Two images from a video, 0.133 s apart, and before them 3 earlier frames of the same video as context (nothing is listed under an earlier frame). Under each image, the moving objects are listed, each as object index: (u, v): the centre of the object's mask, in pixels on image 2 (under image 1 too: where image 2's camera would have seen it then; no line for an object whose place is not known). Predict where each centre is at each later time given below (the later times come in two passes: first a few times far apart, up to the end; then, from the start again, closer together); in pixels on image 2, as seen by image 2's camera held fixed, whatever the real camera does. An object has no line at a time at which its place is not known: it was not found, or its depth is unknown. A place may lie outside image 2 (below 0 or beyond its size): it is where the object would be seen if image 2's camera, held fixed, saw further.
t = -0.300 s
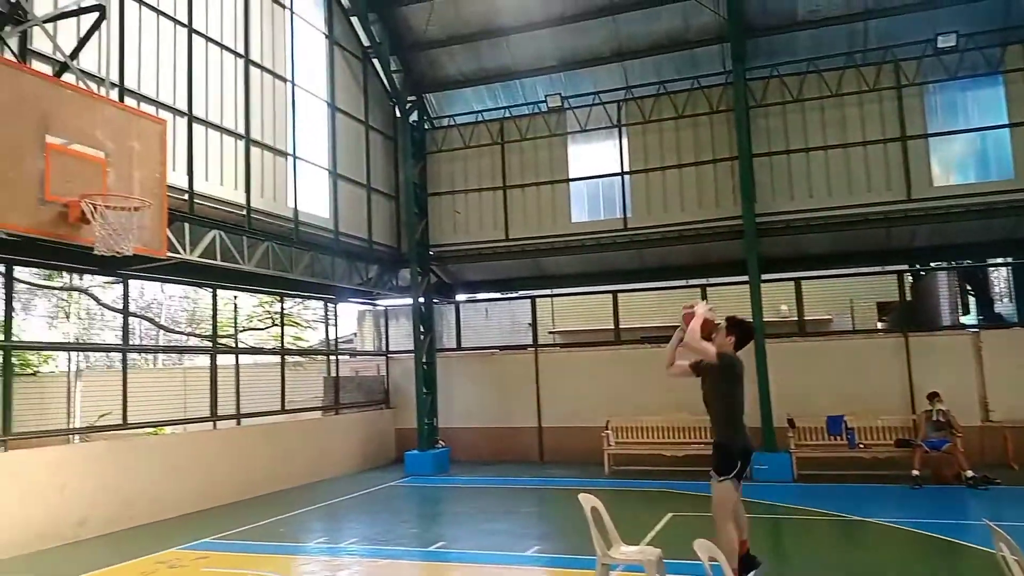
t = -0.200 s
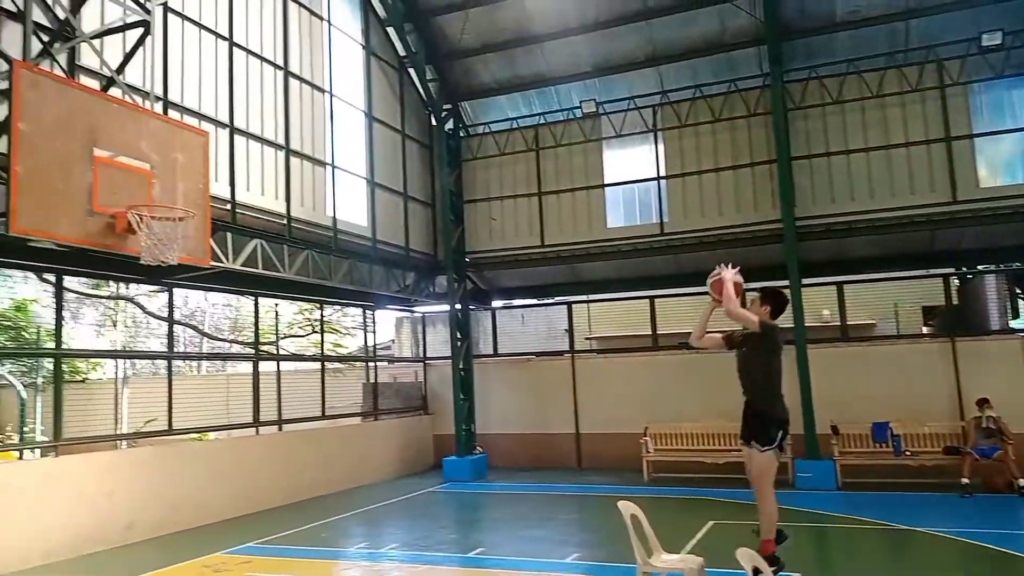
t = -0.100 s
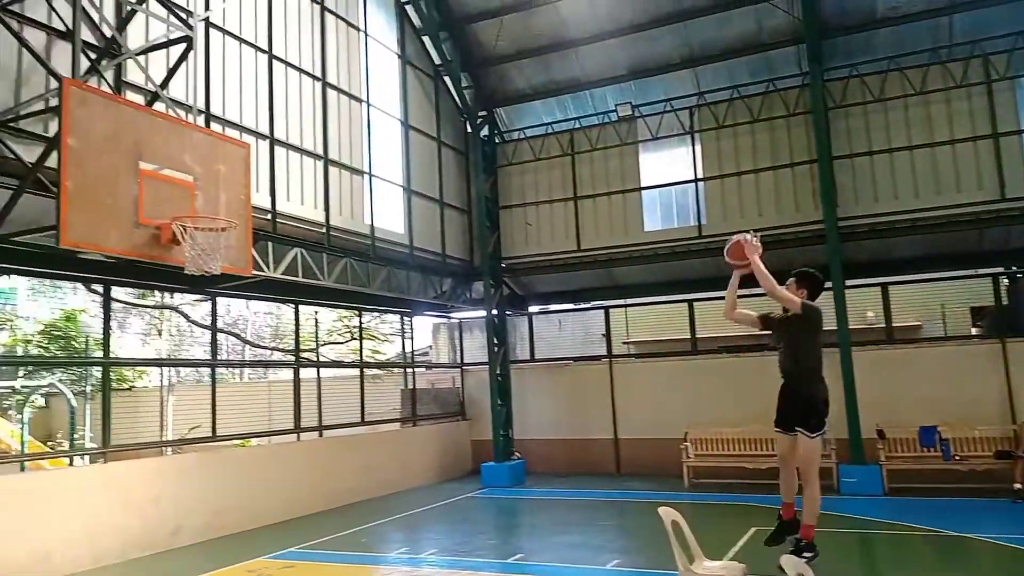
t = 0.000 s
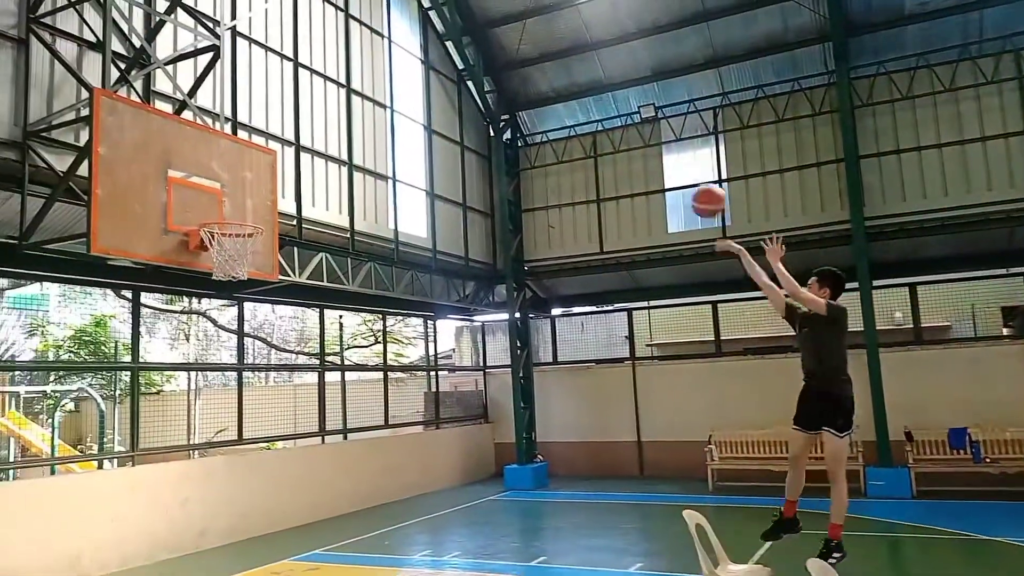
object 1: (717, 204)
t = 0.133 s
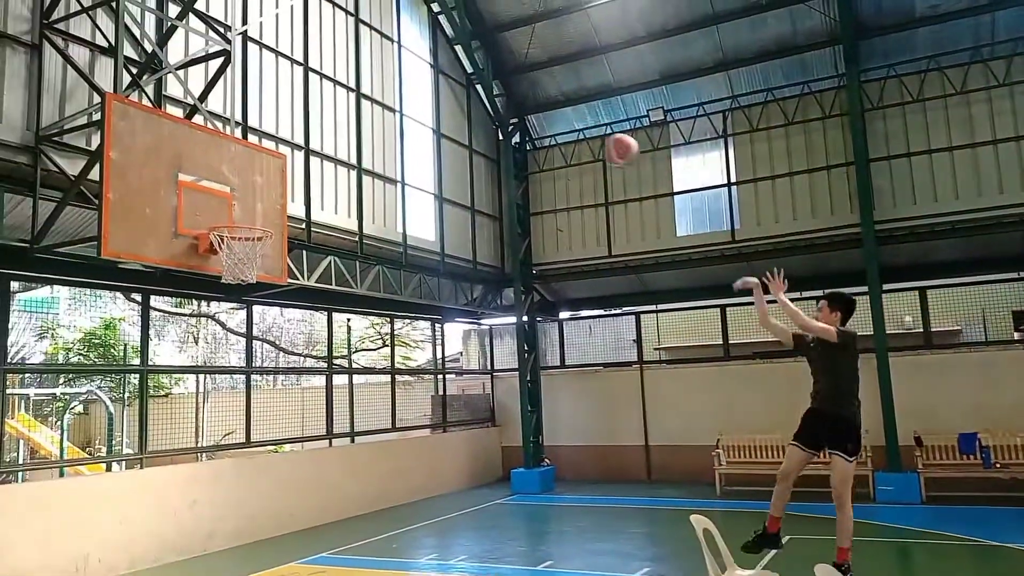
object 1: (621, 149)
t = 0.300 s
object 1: (513, 120)
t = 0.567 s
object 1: (359, 146)
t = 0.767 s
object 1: (254, 216)
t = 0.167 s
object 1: (598, 141)
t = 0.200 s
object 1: (577, 134)
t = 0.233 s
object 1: (556, 127)
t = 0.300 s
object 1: (513, 120)
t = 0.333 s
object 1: (494, 119)
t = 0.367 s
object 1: (474, 118)
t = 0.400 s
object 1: (454, 119)
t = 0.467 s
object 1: (414, 127)
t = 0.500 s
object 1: (395, 132)
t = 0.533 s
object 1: (377, 139)
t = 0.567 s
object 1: (359, 146)
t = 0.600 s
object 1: (341, 155)
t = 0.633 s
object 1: (323, 165)
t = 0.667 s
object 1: (305, 177)
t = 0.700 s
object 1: (287, 190)
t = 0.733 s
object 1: (271, 204)
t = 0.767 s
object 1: (254, 216)
